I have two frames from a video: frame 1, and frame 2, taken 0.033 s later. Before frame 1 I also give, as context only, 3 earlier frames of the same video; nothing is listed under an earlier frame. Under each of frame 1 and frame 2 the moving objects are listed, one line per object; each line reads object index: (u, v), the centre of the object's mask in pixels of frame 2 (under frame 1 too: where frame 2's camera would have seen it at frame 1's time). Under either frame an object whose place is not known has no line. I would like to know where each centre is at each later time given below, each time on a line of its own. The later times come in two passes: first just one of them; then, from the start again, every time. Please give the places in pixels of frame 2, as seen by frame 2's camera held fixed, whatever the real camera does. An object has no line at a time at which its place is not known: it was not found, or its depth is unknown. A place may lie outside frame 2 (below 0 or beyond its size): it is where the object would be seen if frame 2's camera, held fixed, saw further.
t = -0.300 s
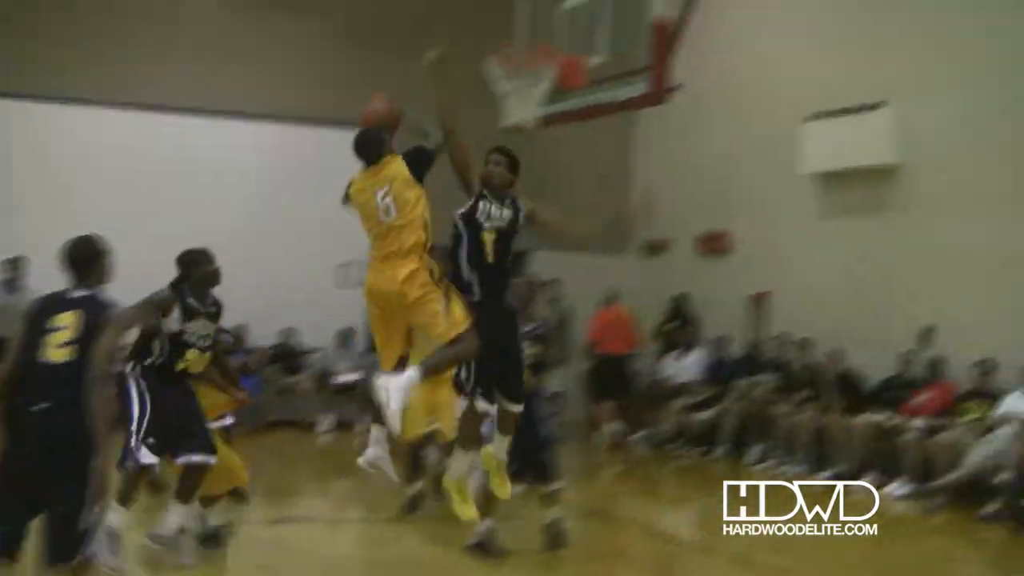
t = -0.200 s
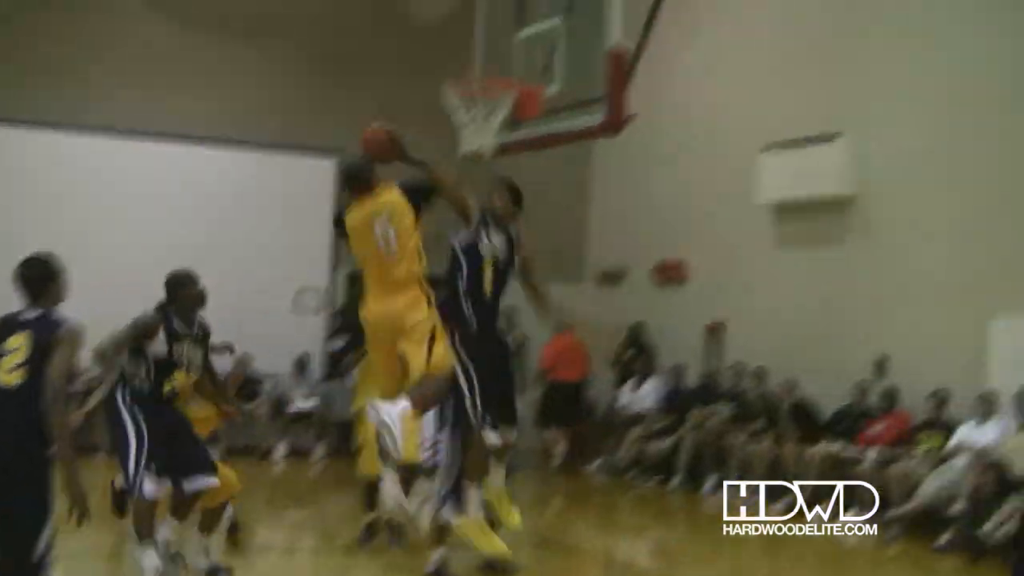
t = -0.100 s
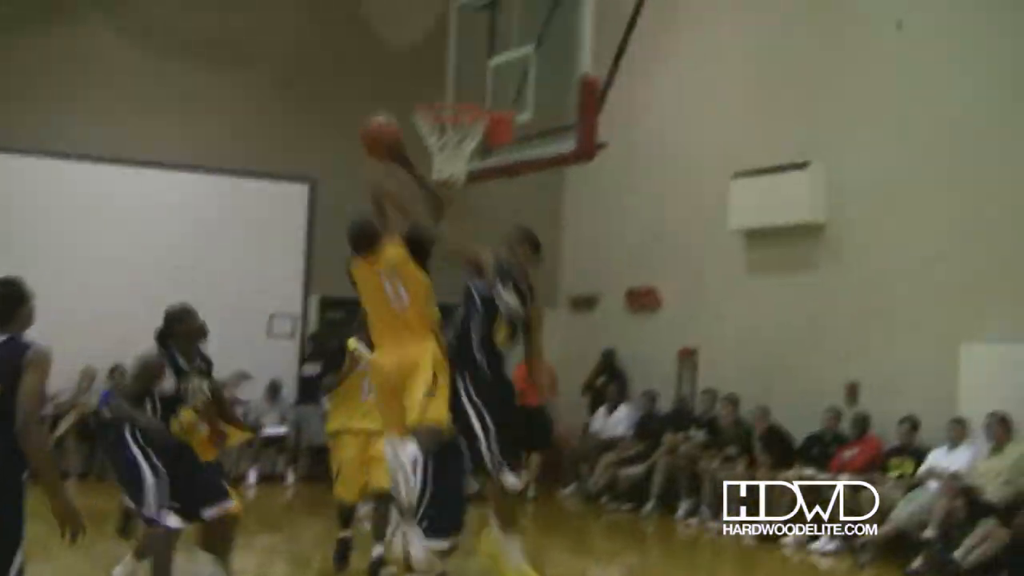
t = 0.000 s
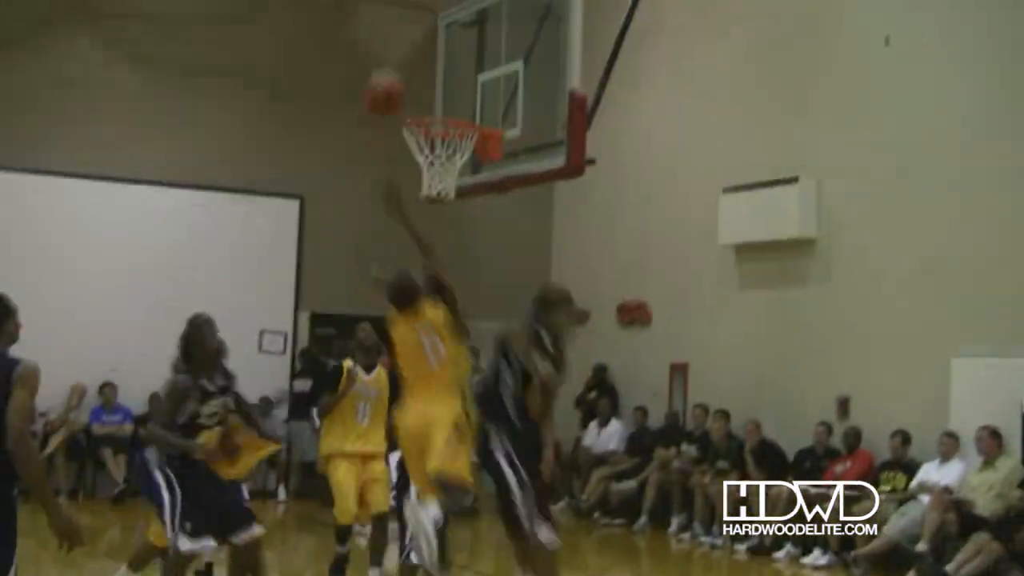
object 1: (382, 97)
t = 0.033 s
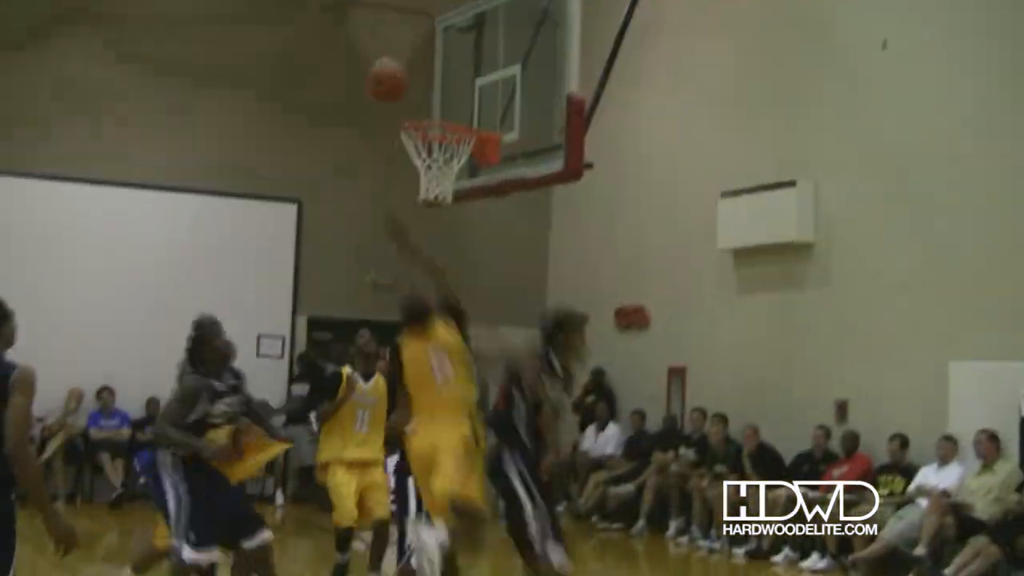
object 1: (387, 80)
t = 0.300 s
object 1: (410, 25)
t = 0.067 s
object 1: (390, 61)
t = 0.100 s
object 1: (393, 54)
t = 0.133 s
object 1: (397, 43)
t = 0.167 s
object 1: (398, 35)
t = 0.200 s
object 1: (401, 33)
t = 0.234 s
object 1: (403, 27)
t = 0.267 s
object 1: (408, 23)
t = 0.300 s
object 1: (410, 25)
